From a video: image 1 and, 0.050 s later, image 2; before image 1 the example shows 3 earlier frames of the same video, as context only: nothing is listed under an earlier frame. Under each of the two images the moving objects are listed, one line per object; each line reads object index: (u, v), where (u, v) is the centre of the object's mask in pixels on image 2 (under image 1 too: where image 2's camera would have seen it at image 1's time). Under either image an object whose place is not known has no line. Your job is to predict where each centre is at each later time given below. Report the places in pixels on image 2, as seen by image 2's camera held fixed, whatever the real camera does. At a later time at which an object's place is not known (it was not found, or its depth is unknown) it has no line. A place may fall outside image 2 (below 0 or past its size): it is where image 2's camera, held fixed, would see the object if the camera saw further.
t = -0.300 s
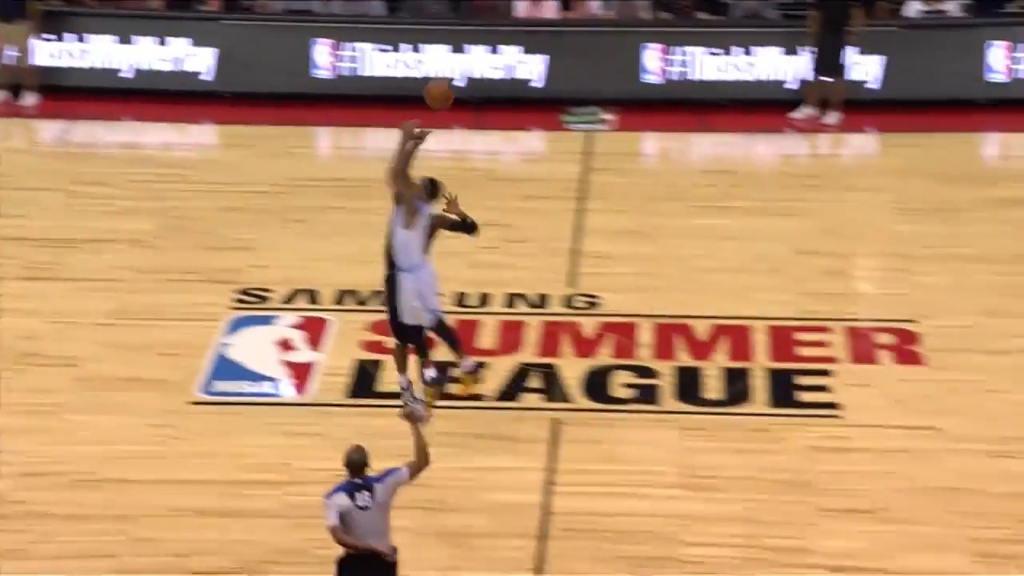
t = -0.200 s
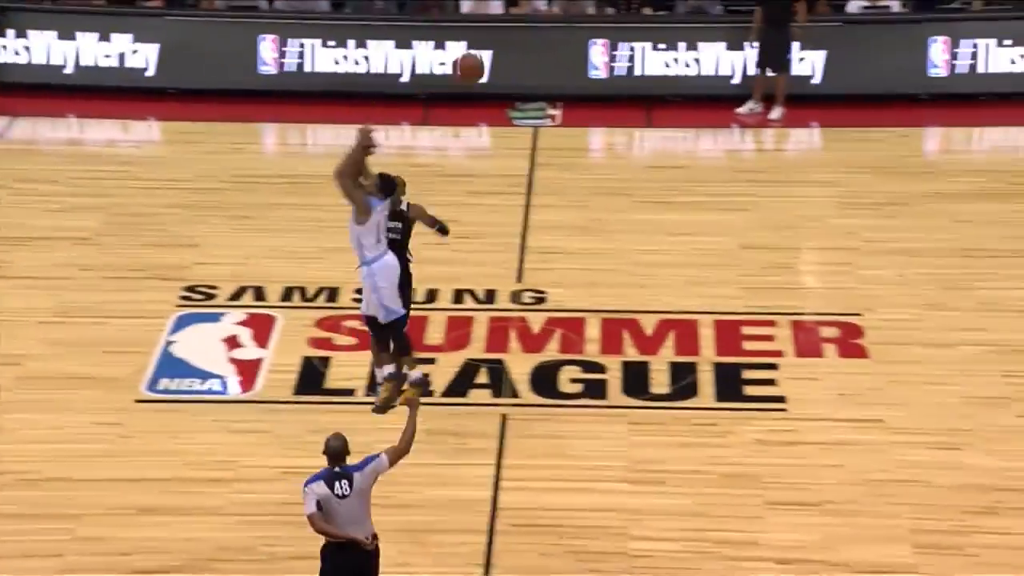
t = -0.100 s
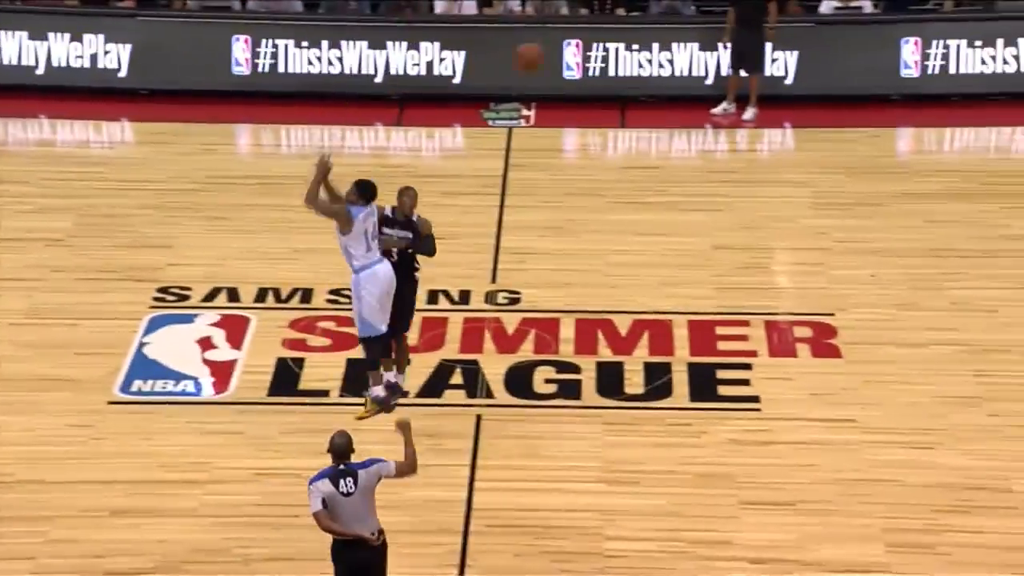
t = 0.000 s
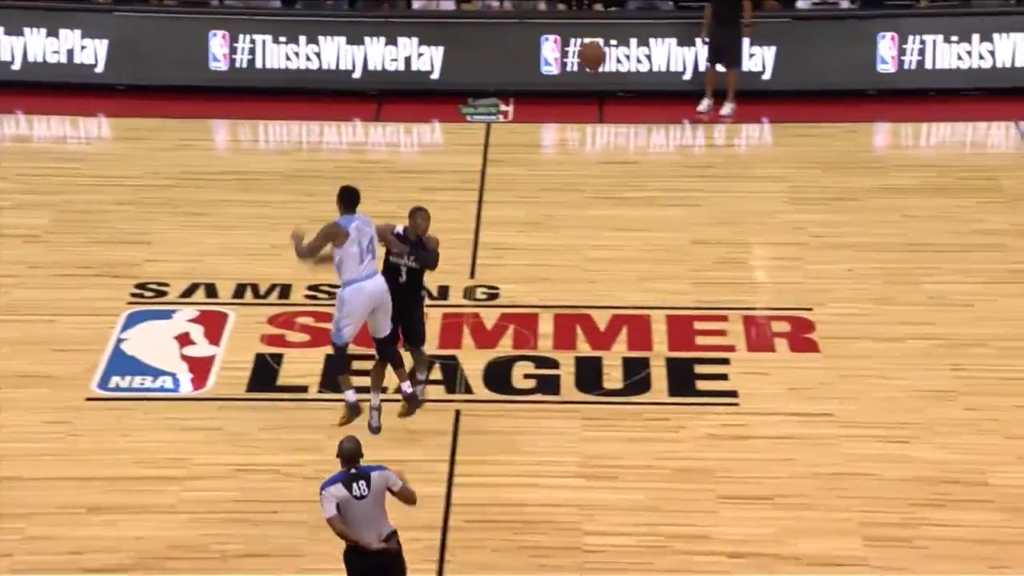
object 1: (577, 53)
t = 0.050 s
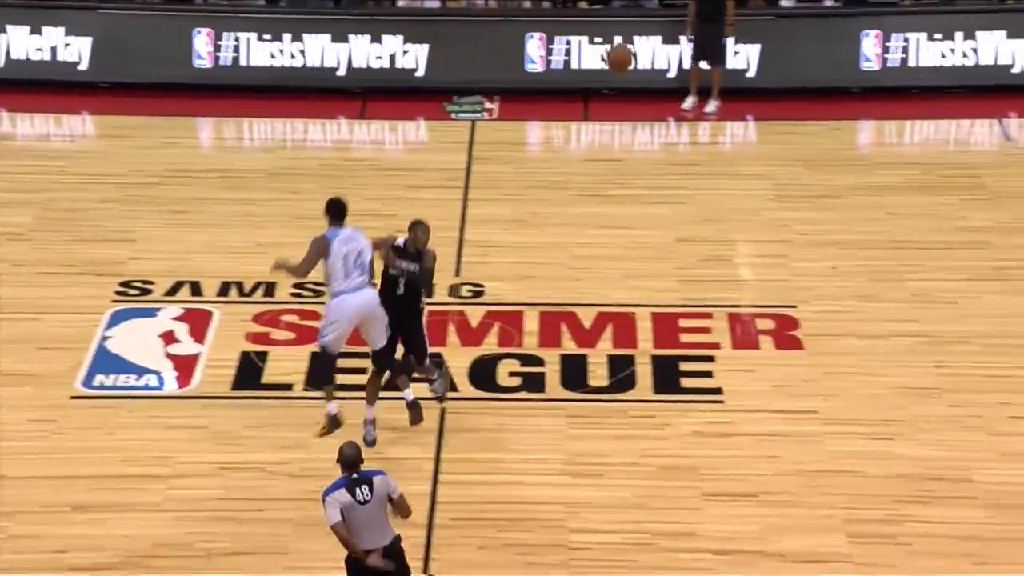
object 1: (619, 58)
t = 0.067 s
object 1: (633, 61)
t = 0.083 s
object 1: (646, 64)
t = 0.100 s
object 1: (660, 67)
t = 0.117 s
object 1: (675, 71)
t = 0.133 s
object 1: (686, 76)
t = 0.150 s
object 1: (699, 81)
